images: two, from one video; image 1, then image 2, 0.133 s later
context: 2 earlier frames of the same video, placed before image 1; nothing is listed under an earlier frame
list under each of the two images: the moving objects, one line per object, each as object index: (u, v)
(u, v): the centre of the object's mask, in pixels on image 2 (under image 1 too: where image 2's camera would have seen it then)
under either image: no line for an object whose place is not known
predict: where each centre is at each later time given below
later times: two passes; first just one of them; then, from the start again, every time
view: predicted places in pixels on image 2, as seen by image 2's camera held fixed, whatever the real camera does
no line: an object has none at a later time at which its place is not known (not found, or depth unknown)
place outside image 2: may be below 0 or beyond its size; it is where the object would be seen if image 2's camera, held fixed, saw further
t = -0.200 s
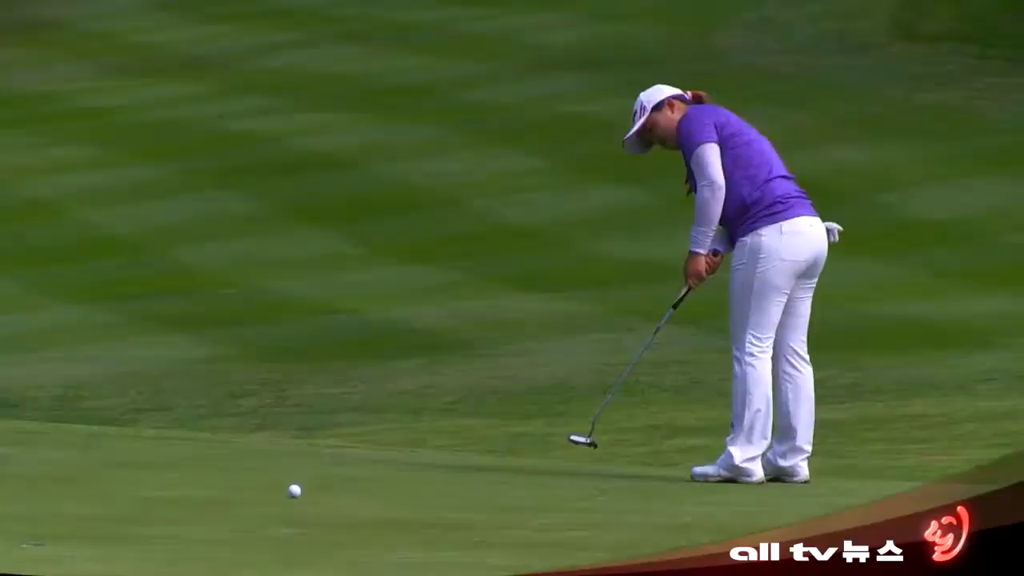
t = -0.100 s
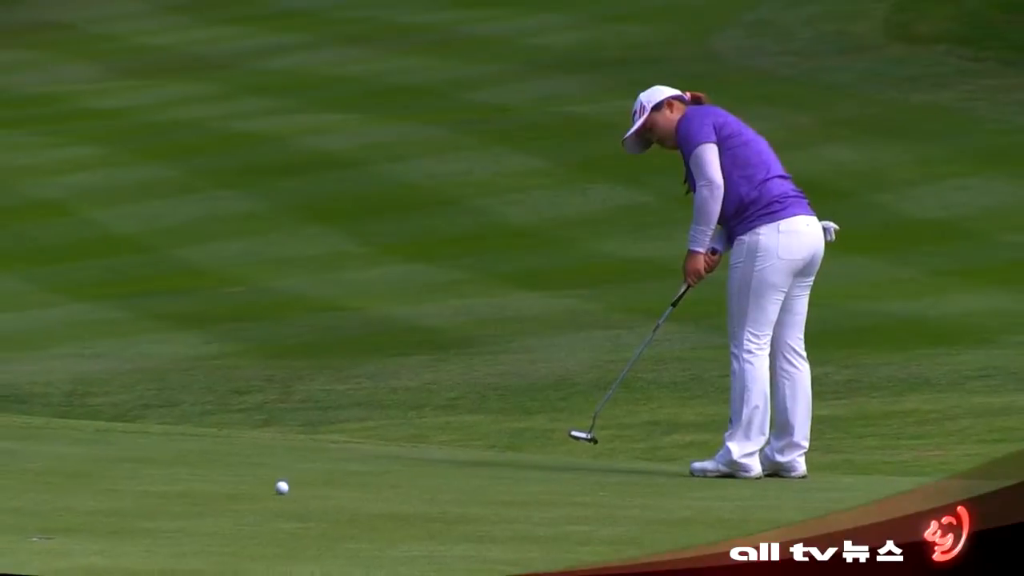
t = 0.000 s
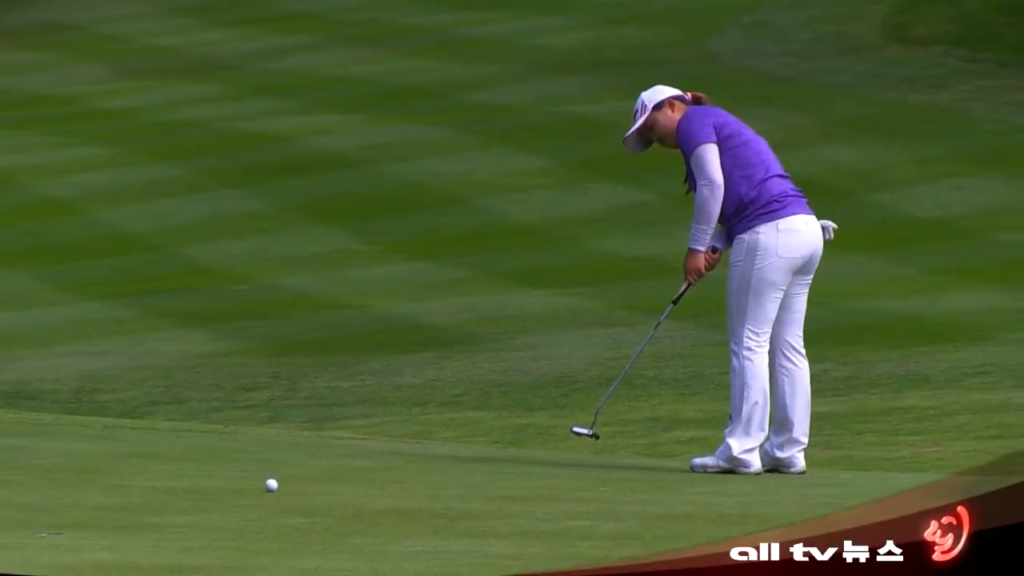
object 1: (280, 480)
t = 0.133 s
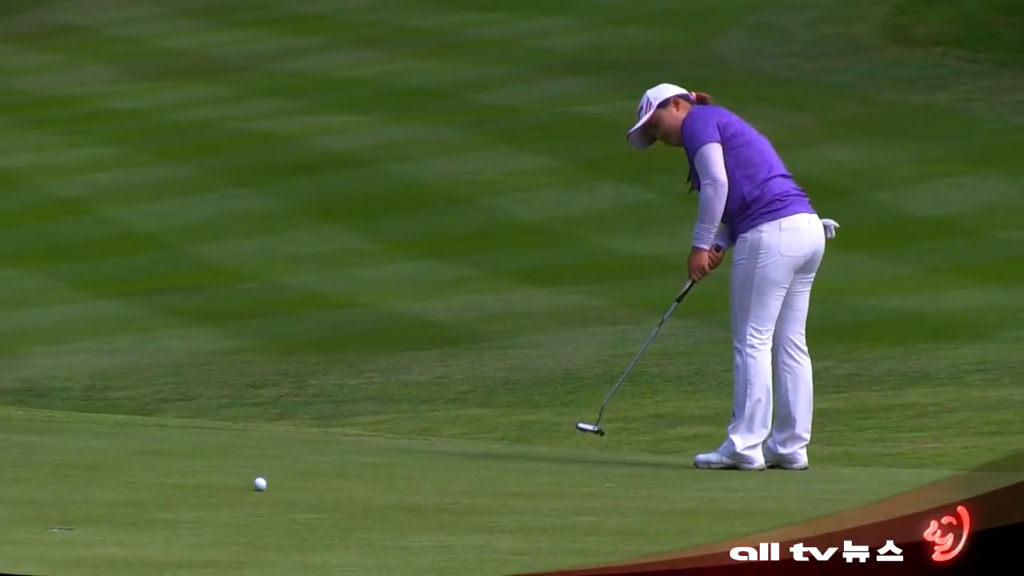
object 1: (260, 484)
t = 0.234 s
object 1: (245, 486)
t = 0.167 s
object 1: (254, 485)
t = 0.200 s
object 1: (249, 485)
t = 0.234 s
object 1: (245, 486)
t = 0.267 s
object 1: (240, 486)
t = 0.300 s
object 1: (236, 487)
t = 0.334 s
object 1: (231, 489)
